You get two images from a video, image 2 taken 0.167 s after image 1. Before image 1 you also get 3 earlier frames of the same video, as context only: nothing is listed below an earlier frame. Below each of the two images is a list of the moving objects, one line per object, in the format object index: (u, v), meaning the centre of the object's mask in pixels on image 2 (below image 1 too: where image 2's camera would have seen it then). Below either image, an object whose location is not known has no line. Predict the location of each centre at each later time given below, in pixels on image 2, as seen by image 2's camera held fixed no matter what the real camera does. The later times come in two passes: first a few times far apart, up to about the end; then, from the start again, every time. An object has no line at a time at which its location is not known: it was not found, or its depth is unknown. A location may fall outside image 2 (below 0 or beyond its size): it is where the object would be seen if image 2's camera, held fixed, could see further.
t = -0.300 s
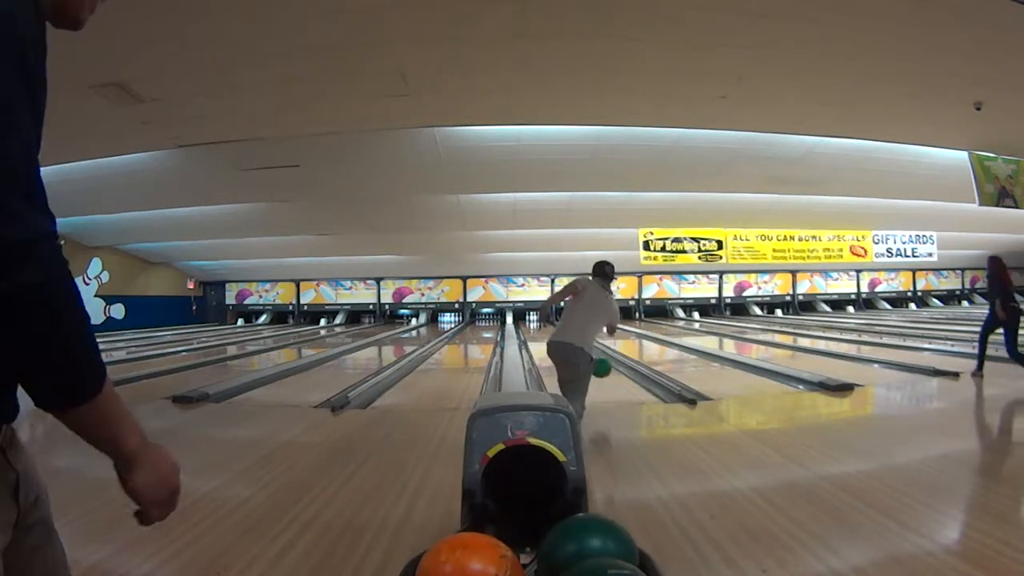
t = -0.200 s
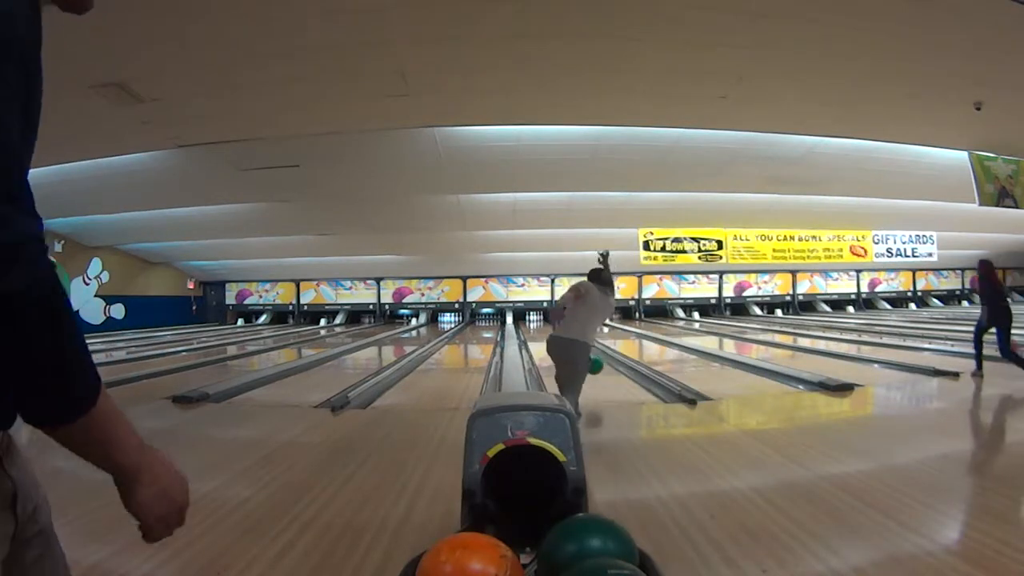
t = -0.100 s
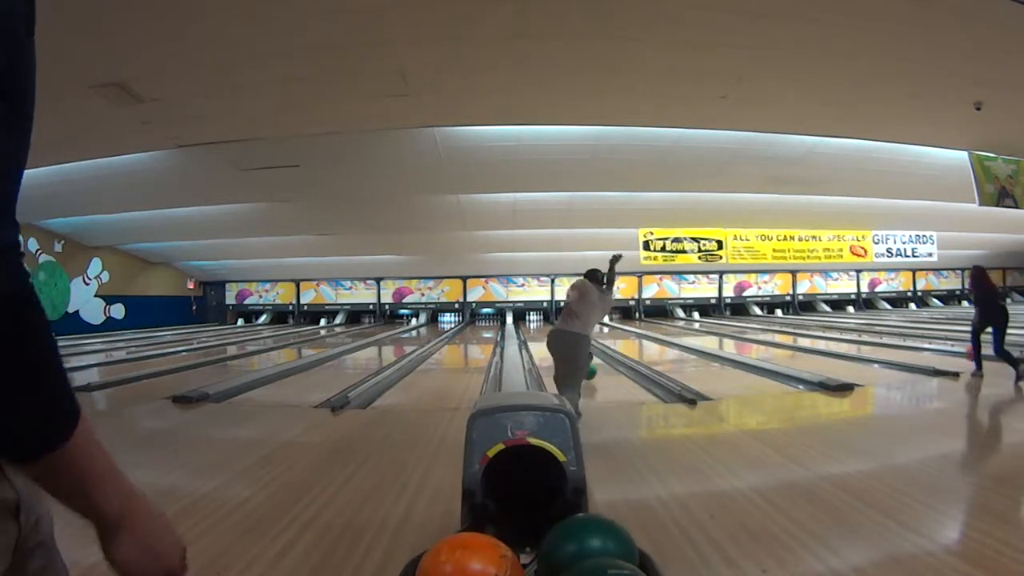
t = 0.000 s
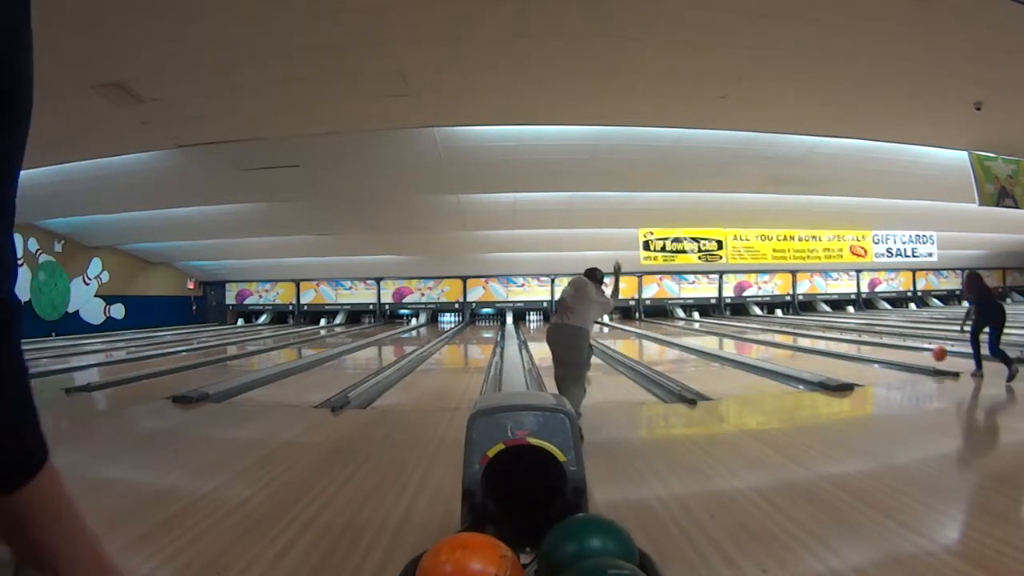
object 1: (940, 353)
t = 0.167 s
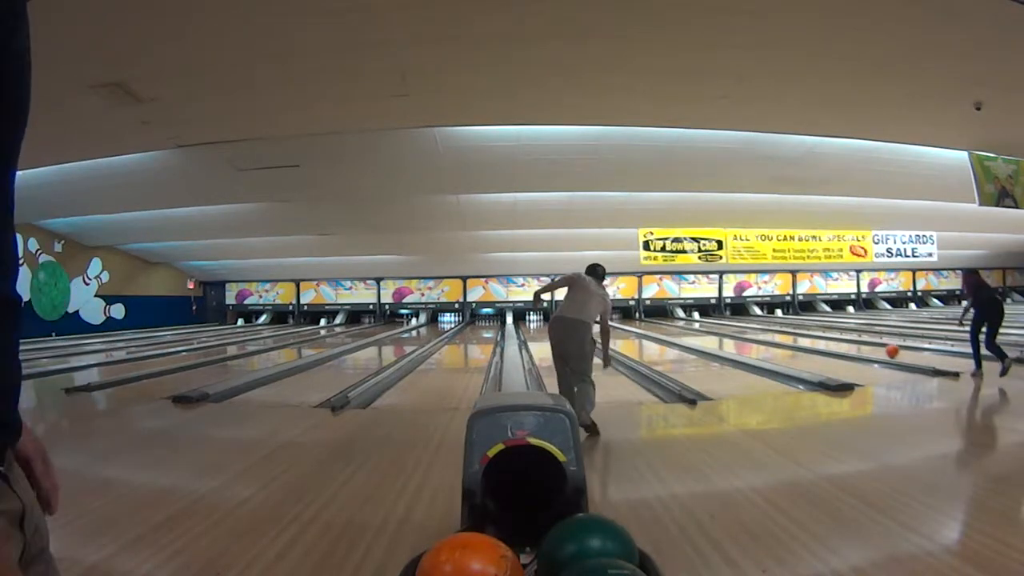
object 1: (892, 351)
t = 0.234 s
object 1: (876, 348)
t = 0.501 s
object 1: (822, 341)
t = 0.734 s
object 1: (787, 337)
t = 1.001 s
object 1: (755, 332)
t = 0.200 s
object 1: (884, 350)
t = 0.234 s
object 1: (876, 348)
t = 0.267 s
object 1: (868, 348)
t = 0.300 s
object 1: (861, 347)
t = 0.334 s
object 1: (854, 346)
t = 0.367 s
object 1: (847, 345)
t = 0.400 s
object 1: (840, 344)
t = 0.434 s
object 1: (834, 343)
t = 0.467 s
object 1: (828, 342)
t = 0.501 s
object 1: (822, 341)
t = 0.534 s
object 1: (817, 340)
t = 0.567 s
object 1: (811, 340)
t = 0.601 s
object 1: (806, 339)
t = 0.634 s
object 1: (801, 339)
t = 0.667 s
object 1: (796, 338)
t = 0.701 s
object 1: (792, 337)
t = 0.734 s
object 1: (787, 337)
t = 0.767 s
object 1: (782, 336)
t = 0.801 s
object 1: (778, 335)
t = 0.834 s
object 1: (774, 335)
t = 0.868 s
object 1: (770, 334)
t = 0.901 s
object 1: (766, 334)
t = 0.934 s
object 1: (763, 333)
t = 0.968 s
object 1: (759, 333)
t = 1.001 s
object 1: (755, 332)
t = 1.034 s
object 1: (752, 332)
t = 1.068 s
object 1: (749, 331)
